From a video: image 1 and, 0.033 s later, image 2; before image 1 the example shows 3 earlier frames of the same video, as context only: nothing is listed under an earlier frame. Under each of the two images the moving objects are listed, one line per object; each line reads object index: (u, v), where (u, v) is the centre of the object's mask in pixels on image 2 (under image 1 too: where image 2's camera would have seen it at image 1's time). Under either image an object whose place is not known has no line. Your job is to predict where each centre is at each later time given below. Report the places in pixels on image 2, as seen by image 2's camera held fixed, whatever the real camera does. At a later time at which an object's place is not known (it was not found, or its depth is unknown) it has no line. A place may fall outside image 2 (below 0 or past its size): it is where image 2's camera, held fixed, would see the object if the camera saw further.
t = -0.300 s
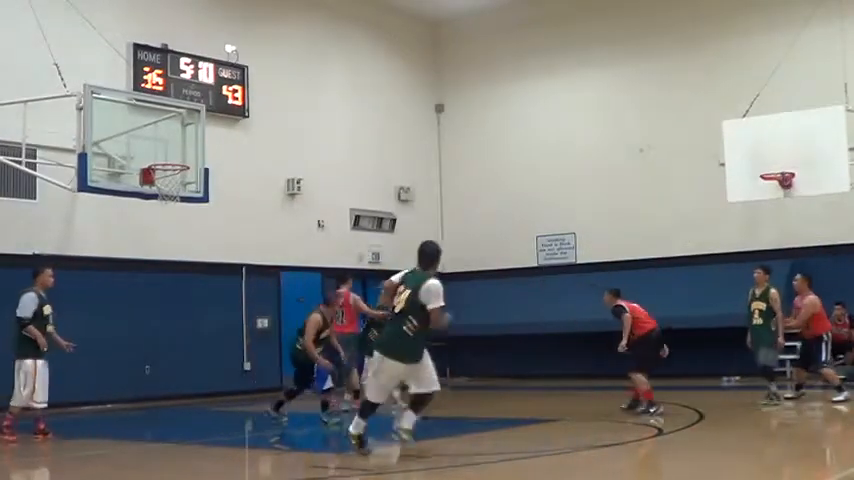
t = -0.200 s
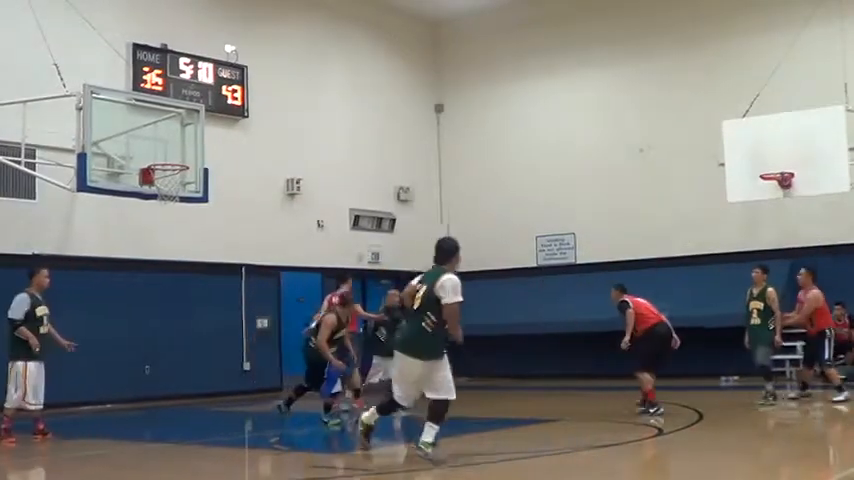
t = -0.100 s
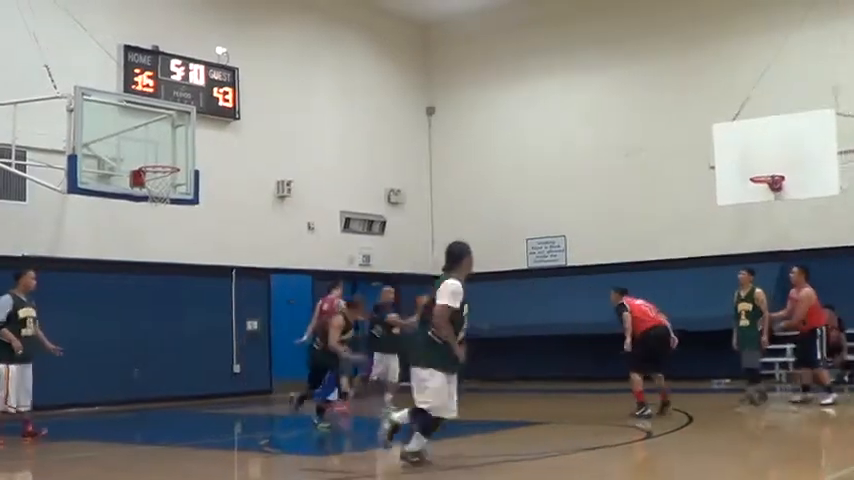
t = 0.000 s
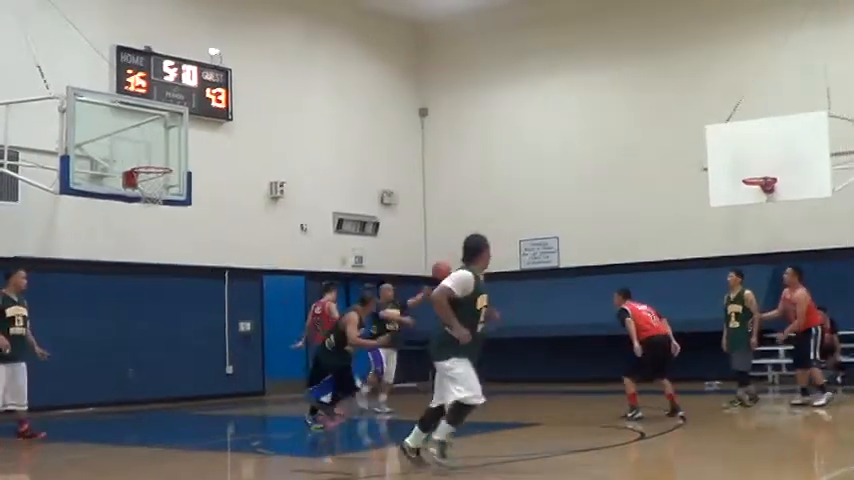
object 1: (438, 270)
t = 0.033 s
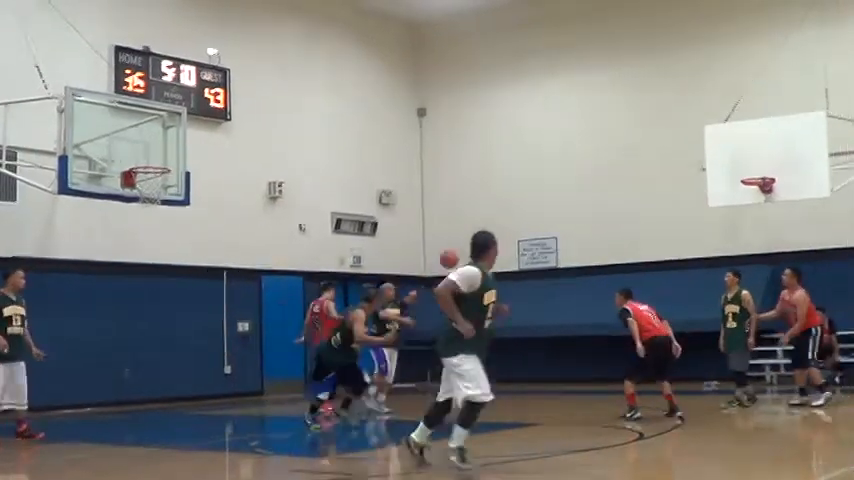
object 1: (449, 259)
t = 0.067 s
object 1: (459, 247)
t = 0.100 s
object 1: (472, 236)
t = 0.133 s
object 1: (485, 225)
